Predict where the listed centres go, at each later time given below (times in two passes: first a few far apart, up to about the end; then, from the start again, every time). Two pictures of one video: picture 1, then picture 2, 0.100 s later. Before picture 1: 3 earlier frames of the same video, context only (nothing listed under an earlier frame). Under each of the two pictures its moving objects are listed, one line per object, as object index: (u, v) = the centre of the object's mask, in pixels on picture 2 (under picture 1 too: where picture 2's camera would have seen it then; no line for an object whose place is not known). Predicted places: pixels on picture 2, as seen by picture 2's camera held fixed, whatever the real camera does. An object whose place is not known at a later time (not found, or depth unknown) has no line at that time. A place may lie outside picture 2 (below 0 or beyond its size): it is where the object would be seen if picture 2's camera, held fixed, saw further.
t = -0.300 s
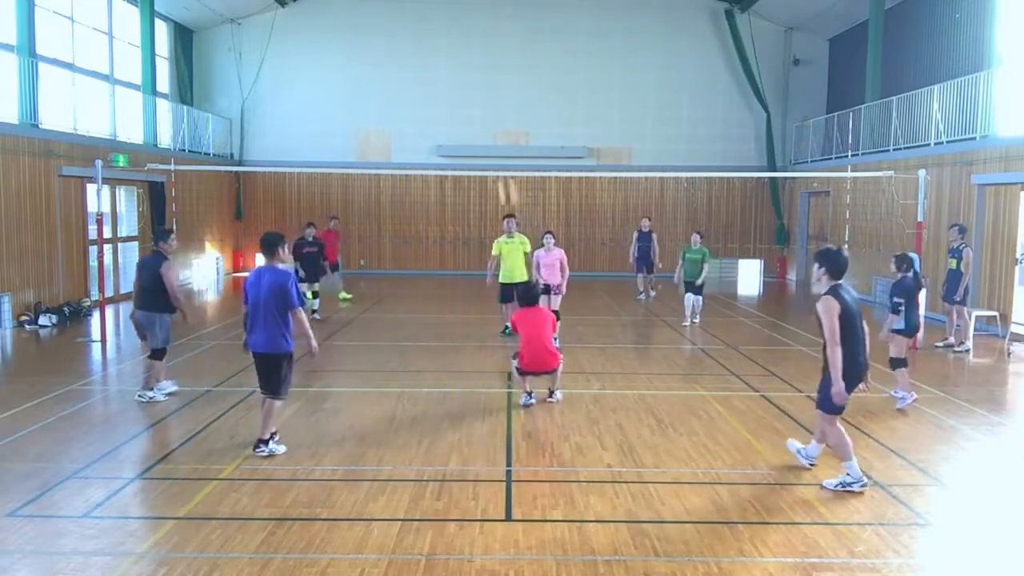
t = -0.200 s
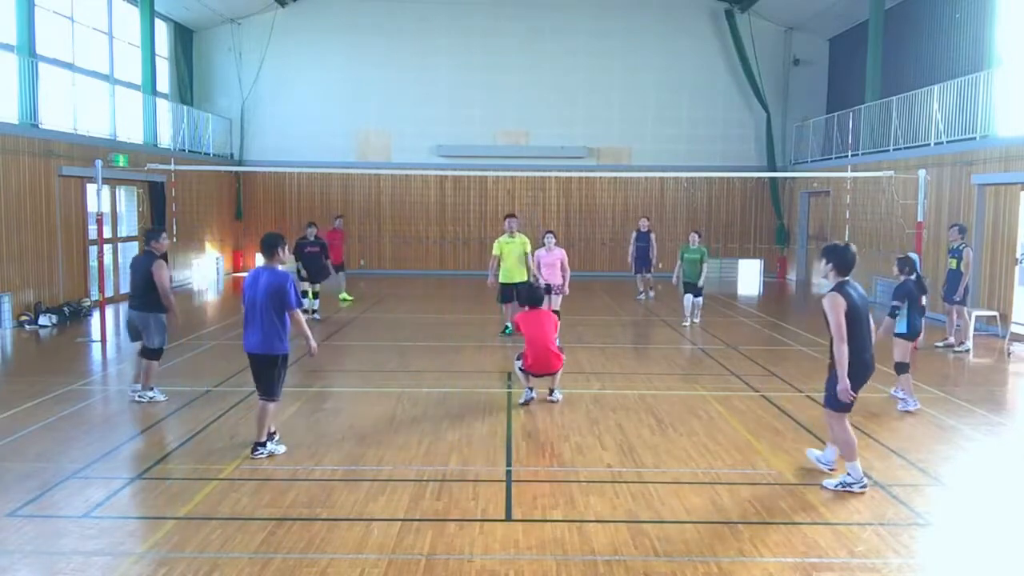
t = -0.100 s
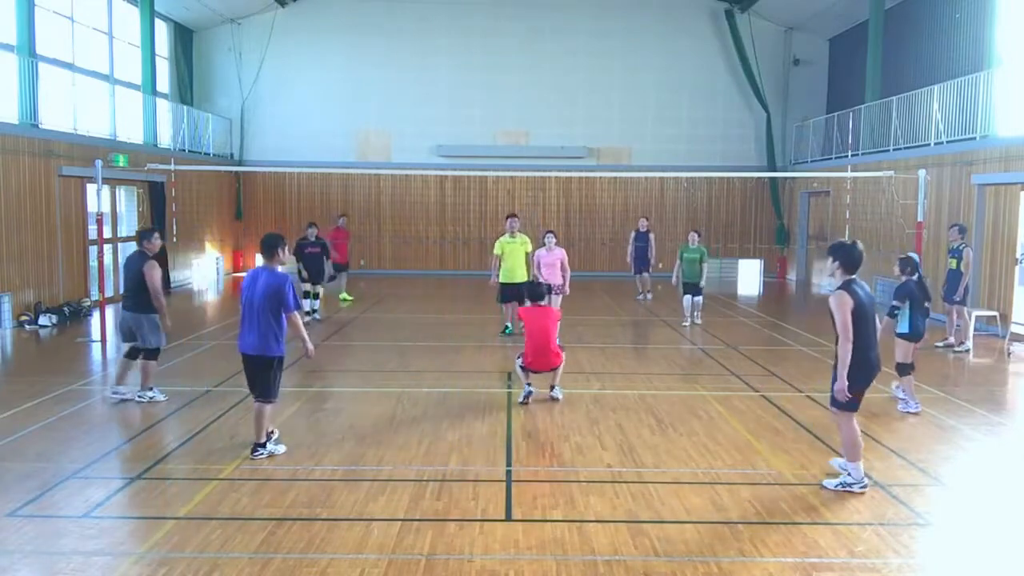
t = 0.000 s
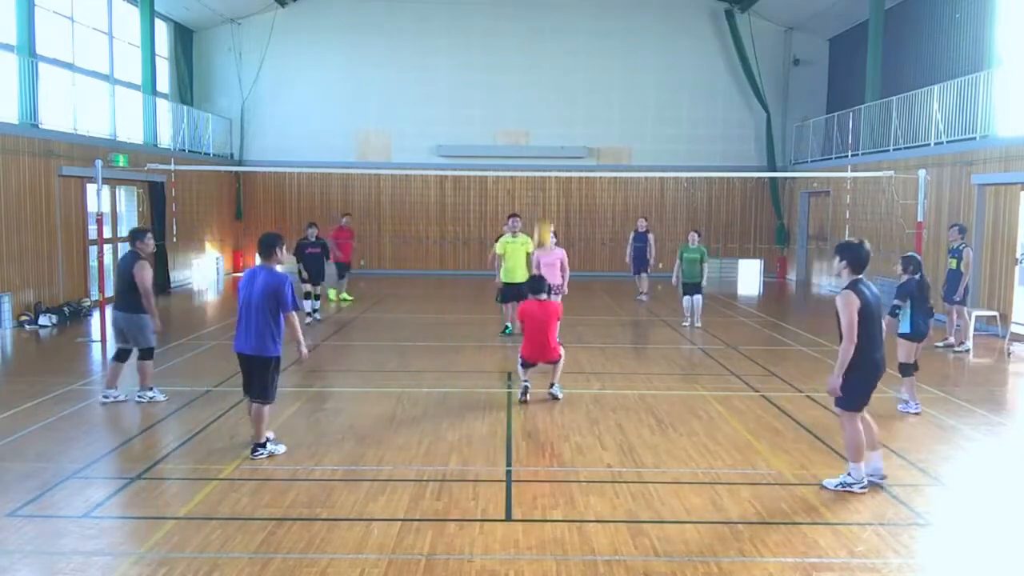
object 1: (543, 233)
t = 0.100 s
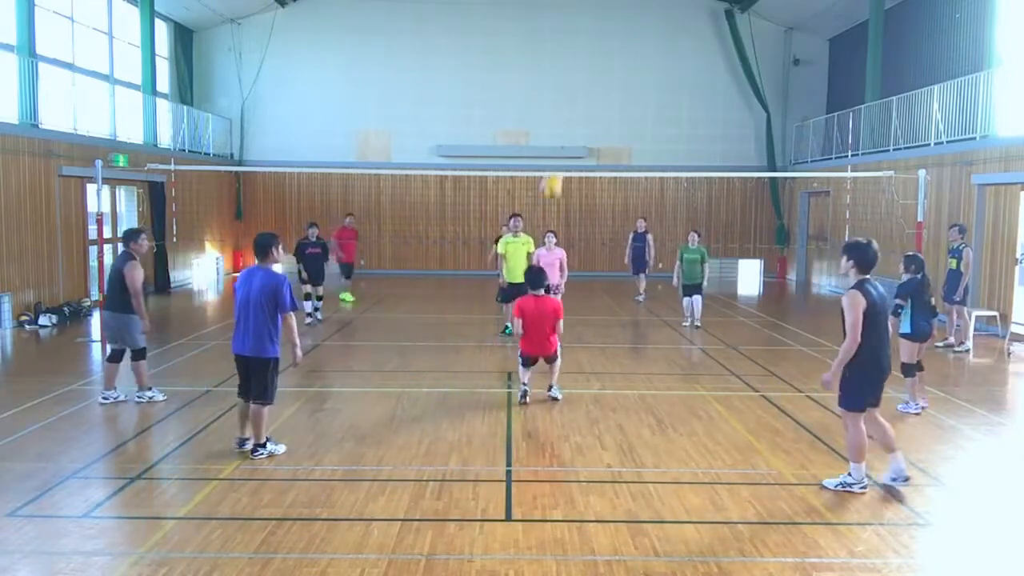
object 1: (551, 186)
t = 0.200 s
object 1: (560, 142)
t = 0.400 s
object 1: (573, 89)
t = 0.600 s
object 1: (586, 73)
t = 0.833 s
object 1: (600, 102)
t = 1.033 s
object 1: (609, 166)
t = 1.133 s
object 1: (612, 208)
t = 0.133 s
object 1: (555, 169)
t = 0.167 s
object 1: (556, 155)
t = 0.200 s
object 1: (560, 142)
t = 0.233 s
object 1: (562, 130)
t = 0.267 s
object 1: (564, 118)
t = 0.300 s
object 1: (566, 109)
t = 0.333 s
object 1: (569, 101)
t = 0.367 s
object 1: (571, 94)
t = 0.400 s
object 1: (573, 89)
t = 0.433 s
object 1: (575, 83)
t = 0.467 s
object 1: (577, 80)
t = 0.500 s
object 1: (580, 76)
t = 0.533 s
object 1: (582, 74)
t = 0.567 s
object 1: (584, 73)
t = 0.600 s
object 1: (586, 73)
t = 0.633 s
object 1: (588, 74)
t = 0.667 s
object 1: (589, 77)
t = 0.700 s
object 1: (592, 80)
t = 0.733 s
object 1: (594, 84)
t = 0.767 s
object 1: (596, 89)
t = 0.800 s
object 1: (597, 95)
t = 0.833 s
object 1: (600, 102)
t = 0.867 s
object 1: (601, 111)
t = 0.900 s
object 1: (602, 121)
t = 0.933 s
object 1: (603, 131)
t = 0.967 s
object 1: (606, 139)
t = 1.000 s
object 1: (608, 154)
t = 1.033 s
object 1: (609, 166)
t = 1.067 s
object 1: (610, 179)
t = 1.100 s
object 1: (611, 192)
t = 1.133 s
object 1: (612, 208)
